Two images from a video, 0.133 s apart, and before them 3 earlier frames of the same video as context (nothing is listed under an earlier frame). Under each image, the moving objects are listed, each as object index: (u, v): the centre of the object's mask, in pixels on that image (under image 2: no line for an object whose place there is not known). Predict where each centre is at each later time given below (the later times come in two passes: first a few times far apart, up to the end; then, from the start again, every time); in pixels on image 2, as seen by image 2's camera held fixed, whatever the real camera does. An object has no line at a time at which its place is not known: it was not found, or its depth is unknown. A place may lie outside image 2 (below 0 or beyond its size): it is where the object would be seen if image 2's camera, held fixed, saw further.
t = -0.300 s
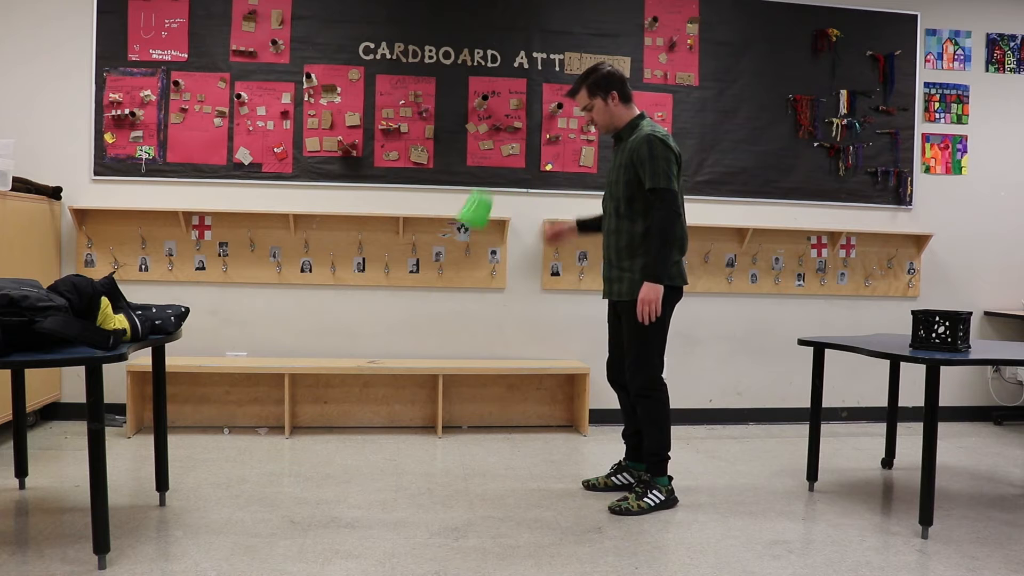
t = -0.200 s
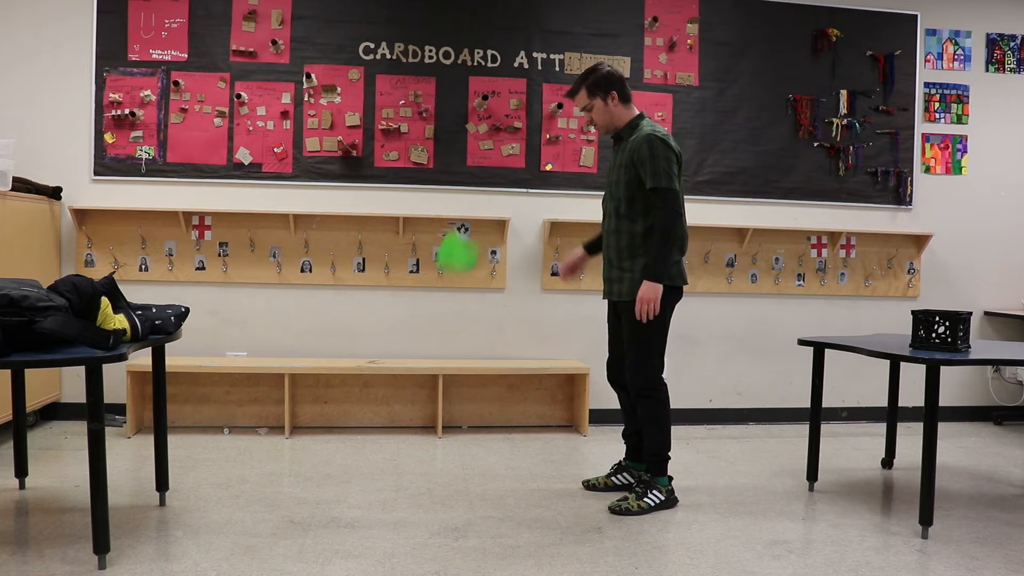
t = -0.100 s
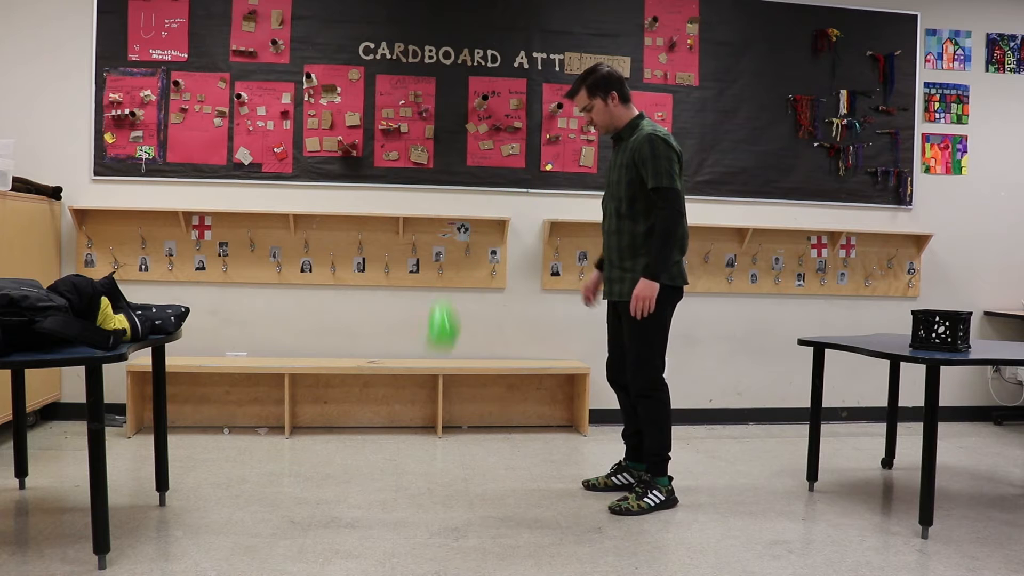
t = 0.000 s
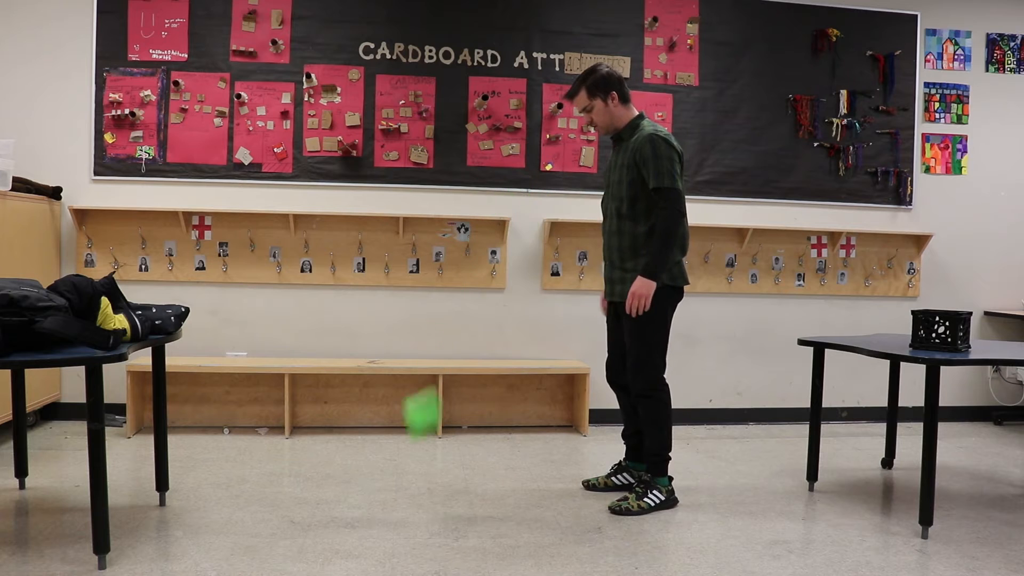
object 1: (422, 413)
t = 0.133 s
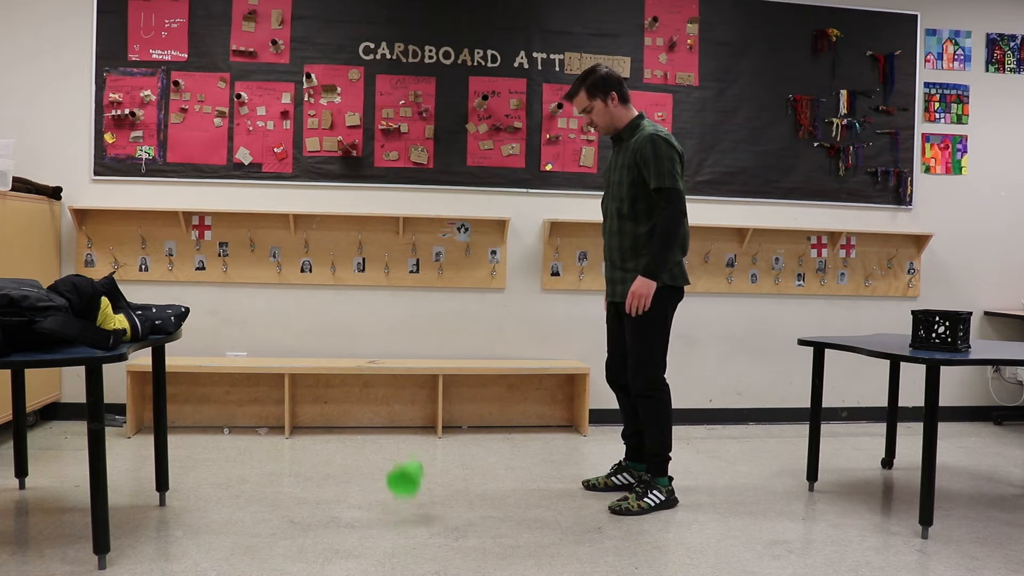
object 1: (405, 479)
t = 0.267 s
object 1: (399, 444)
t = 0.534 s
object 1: (375, 507)
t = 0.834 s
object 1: (311, 516)
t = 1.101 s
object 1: (277, 536)
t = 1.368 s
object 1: (272, 550)
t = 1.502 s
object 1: (276, 552)
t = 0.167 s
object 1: (404, 466)
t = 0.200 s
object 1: (403, 456)
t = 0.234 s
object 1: (401, 449)
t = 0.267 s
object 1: (399, 444)
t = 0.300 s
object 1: (397, 442)
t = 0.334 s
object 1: (394, 442)
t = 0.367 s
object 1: (391, 445)
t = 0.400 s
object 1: (388, 451)
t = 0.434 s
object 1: (385, 461)
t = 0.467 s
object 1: (381, 474)
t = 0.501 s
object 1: (378, 488)
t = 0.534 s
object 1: (375, 507)
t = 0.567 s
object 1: (370, 507)
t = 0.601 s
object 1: (362, 498)
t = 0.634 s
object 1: (355, 491)
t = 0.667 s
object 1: (348, 488)
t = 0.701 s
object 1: (341, 487)
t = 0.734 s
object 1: (334, 489)
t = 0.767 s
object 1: (326, 495)
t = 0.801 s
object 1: (319, 503)
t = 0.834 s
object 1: (311, 516)
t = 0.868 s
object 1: (303, 531)
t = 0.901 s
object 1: (297, 543)
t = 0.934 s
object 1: (294, 534)
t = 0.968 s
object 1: (291, 531)
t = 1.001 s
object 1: (287, 530)
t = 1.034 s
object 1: (284, 531)
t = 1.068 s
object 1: (279, 536)
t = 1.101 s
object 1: (277, 536)
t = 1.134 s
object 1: (275, 537)
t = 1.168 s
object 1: (272, 542)
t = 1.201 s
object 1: (271, 547)
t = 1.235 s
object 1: (271, 547)
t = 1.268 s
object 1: (271, 547)
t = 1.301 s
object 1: (271, 549)
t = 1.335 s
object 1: (272, 550)
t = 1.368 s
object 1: (272, 550)
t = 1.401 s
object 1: (273, 551)
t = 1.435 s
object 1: (274, 551)
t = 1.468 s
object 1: (275, 552)
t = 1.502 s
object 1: (276, 552)
